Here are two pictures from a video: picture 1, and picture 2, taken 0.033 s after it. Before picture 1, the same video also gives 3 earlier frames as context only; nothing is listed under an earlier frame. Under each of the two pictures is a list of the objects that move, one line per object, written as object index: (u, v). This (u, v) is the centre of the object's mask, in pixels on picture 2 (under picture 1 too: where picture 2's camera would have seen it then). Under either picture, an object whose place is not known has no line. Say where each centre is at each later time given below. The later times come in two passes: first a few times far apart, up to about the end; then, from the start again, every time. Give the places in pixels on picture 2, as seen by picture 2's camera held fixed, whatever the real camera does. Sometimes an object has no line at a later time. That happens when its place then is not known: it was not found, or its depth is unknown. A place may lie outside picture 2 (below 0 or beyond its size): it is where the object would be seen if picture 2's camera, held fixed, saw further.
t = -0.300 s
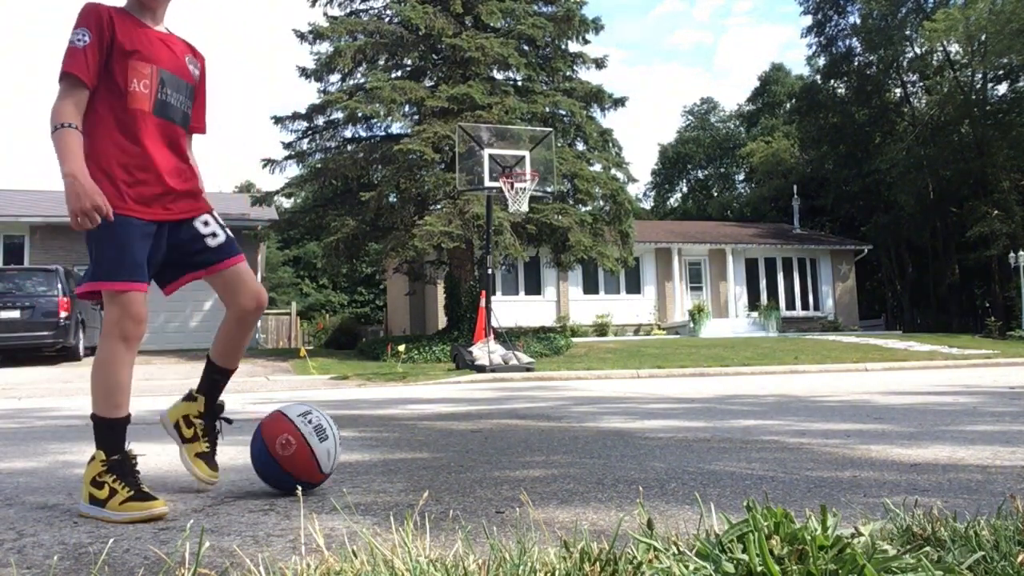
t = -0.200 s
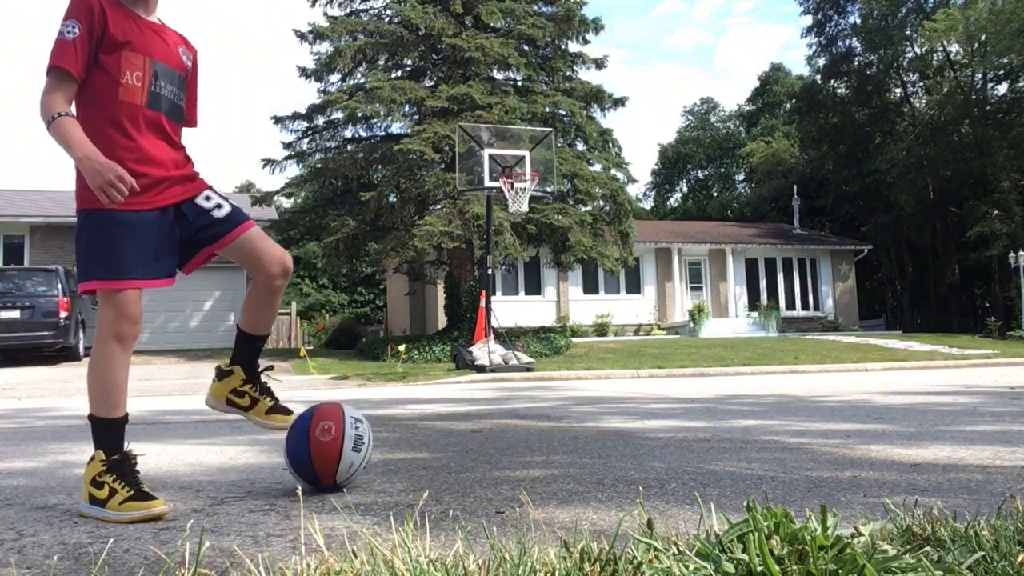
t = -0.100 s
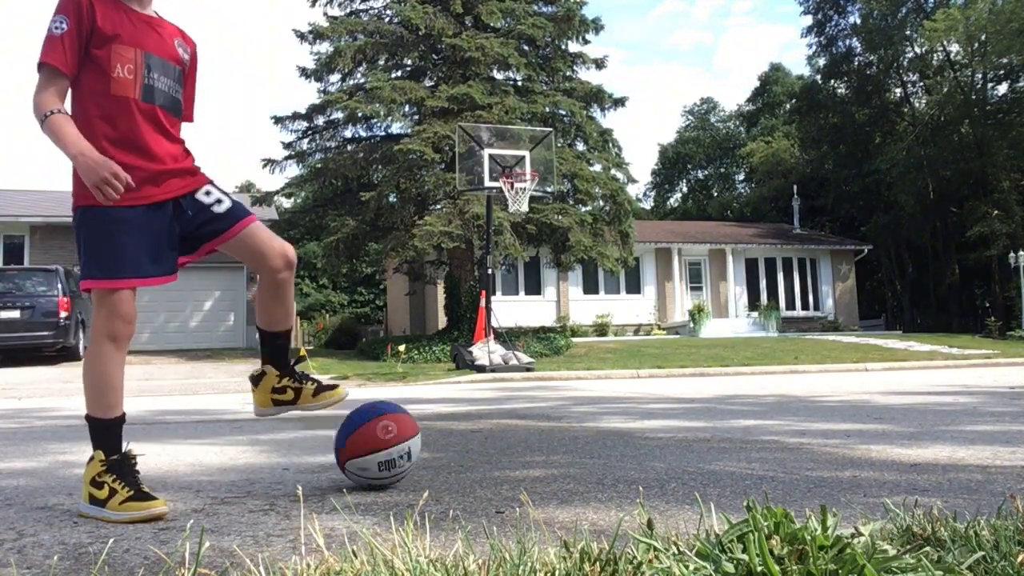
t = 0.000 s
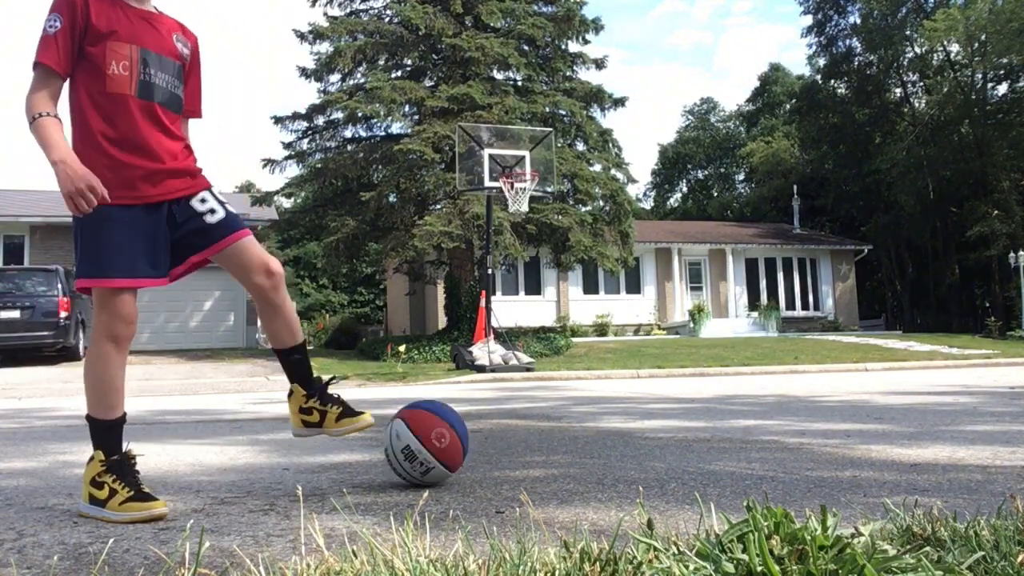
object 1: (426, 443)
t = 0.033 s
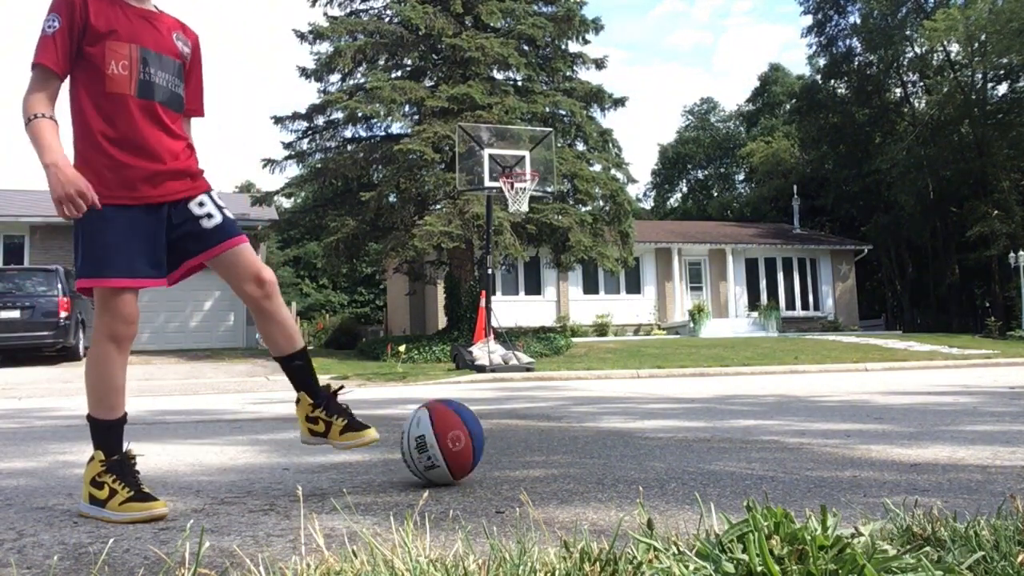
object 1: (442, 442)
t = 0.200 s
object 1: (521, 439)
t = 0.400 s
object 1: (609, 436)
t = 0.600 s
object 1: (695, 433)
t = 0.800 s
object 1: (779, 430)
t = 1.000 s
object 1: (860, 427)
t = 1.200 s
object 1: (940, 424)
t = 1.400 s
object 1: (1003, 422)
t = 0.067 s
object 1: (458, 441)
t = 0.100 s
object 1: (474, 440)
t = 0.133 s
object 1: (490, 440)
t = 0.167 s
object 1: (505, 440)
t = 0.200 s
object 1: (521, 439)
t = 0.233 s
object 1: (536, 438)
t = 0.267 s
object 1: (551, 438)
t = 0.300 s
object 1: (565, 437)
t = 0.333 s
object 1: (580, 436)
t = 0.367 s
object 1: (595, 436)
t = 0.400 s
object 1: (609, 436)
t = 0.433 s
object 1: (623, 435)
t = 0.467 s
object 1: (638, 434)
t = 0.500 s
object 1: (652, 434)
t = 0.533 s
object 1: (666, 434)
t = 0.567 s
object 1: (681, 433)
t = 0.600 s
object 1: (695, 433)
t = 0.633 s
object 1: (709, 432)
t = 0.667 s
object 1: (723, 432)
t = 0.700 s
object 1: (737, 431)
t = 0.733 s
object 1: (752, 431)
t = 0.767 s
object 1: (766, 430)
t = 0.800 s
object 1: (779, 430)
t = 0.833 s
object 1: (793, 429)
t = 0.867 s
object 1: (806, 429)
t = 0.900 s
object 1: (820, 429)
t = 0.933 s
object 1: (833, 428)
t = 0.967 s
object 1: (847, 427)
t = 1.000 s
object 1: (860, 427)
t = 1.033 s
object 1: (873, 426)
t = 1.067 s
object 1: (887, 426)
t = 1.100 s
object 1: (900, 426)
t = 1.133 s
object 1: (913, 425)
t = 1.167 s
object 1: (927, 425)
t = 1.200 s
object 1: (940, 424)
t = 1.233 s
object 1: (953, 424)
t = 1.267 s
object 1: (967, 424)
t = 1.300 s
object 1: (981, 423)
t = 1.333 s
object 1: (990, 423)
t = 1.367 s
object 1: (997, 423)
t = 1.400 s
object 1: (1003, 422)
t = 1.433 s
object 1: (1009, 421)
